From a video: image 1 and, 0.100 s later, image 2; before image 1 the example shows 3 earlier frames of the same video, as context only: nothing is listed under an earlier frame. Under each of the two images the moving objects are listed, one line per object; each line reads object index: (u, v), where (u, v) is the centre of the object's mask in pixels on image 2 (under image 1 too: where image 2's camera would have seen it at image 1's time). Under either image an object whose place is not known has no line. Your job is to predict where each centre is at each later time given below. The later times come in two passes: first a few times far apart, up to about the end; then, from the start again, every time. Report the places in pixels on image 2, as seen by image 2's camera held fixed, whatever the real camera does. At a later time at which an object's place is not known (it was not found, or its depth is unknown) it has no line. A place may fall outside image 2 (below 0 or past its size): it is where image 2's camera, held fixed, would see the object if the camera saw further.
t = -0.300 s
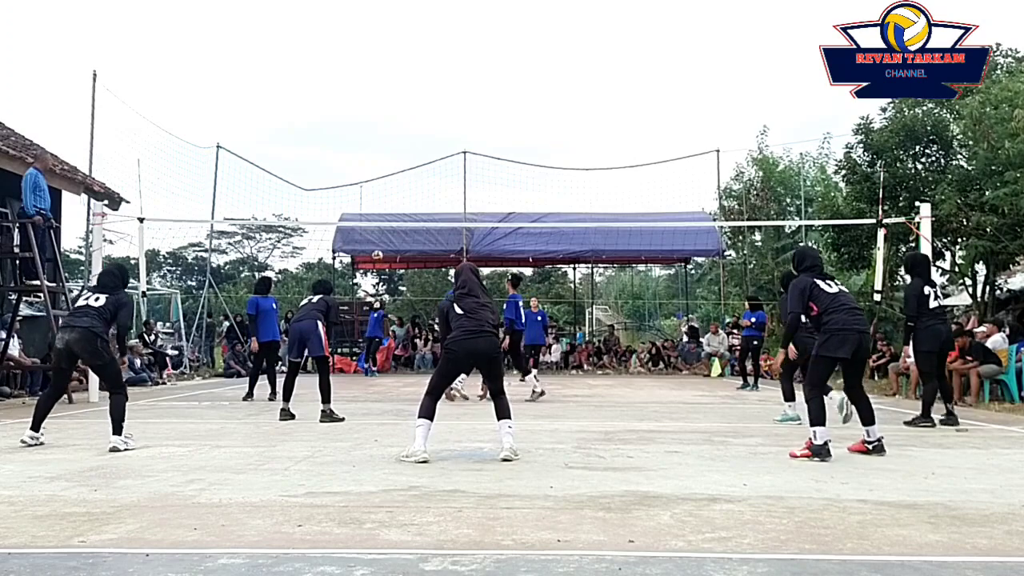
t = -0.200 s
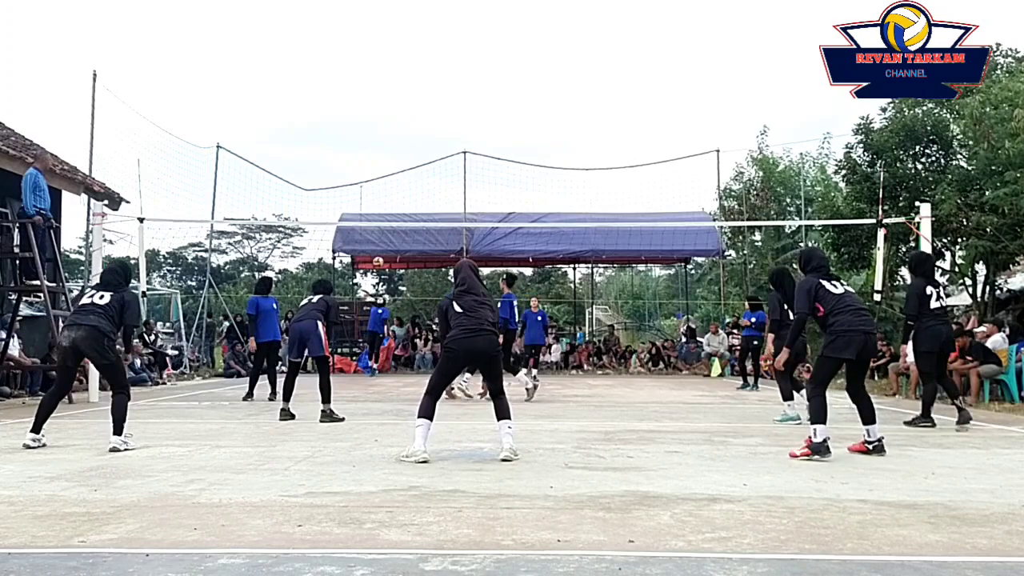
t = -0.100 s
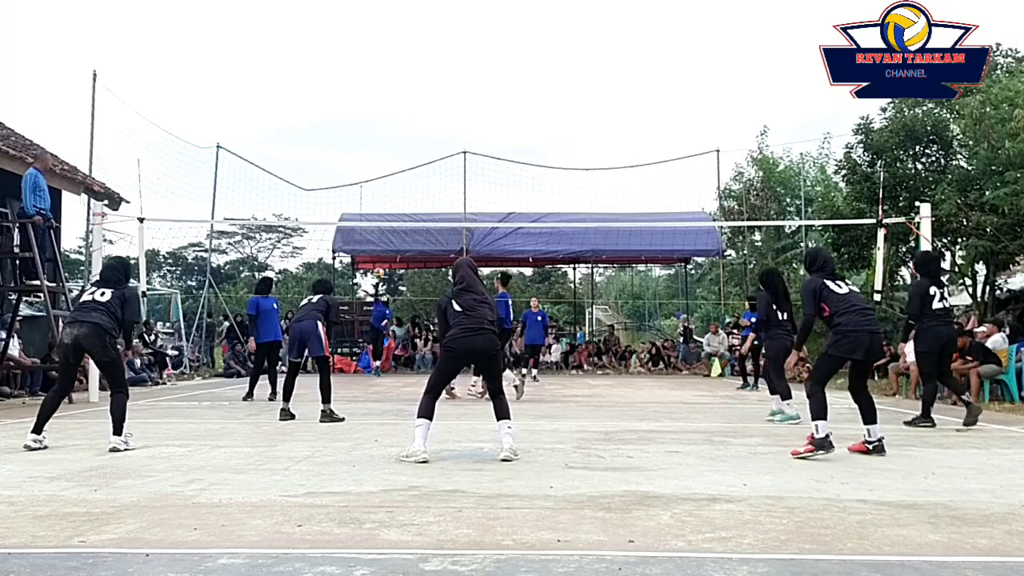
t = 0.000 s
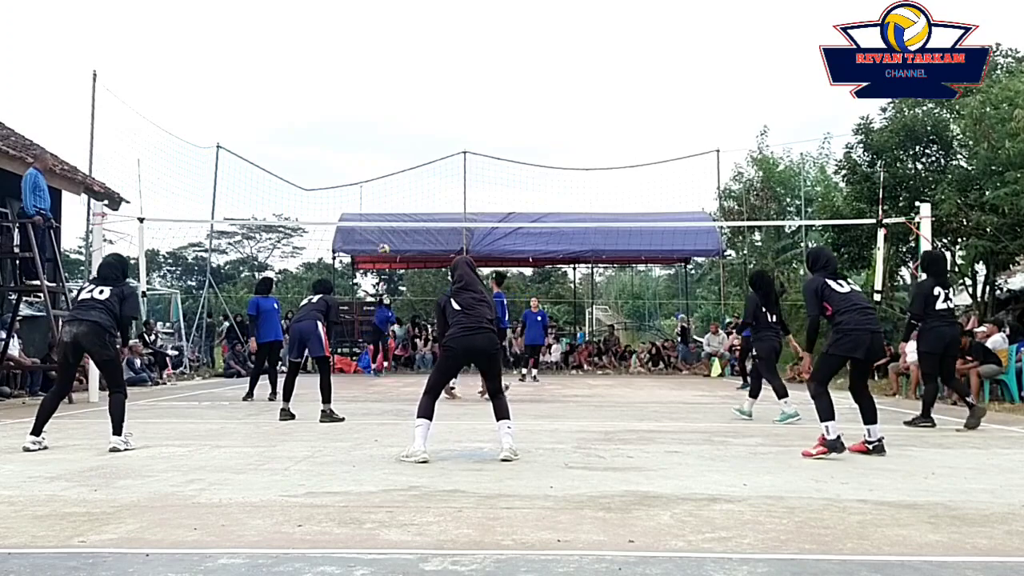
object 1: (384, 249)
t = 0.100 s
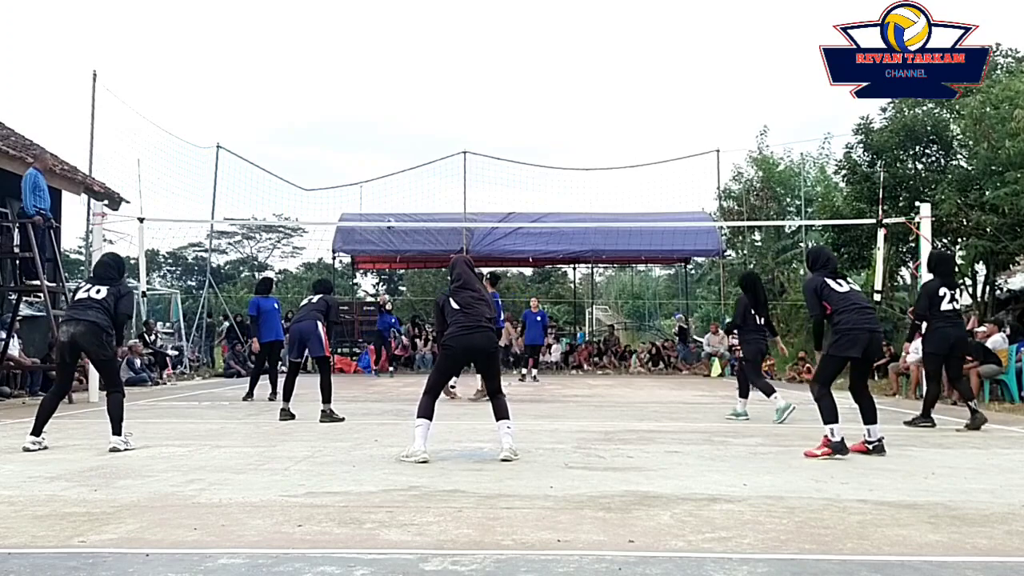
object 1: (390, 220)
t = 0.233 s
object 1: (397, 192)
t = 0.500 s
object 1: (417, 144)
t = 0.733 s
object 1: (448, 124)
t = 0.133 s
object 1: (391, 216)
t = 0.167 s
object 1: (393, 208)
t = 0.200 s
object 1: (395, 200)
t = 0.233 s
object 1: (397, 192)
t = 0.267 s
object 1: (399, 185)
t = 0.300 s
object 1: (401, 178)
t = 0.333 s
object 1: (403, 172)
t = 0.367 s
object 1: (406, 165)
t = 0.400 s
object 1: (408, 159)
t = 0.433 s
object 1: (411, 154)
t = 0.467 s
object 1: (414, 148)
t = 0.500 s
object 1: (417, 144)
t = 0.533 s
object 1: (420, 139)
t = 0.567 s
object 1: (424, 135)
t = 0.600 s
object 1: (428, 132)
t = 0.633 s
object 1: (432, 129)
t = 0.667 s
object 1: (437, 126)
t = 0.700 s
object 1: (442, 125)
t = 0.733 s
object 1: (448, 124)
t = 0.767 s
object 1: (454, 125)
